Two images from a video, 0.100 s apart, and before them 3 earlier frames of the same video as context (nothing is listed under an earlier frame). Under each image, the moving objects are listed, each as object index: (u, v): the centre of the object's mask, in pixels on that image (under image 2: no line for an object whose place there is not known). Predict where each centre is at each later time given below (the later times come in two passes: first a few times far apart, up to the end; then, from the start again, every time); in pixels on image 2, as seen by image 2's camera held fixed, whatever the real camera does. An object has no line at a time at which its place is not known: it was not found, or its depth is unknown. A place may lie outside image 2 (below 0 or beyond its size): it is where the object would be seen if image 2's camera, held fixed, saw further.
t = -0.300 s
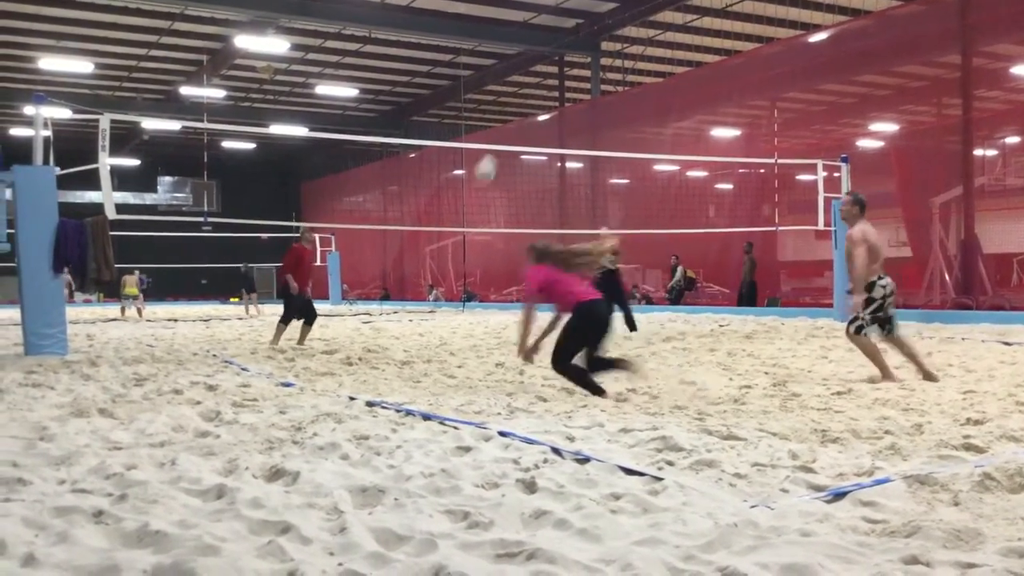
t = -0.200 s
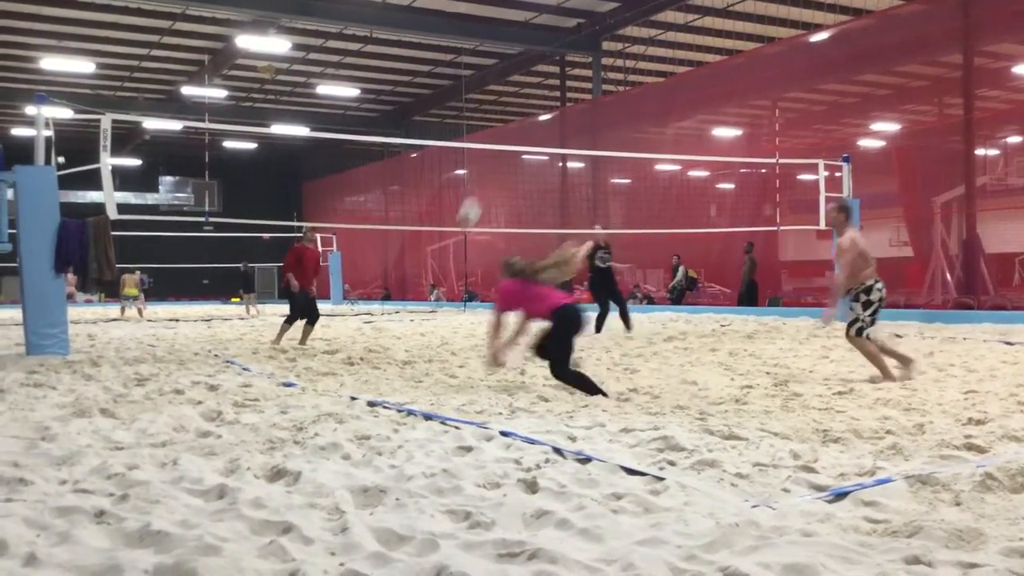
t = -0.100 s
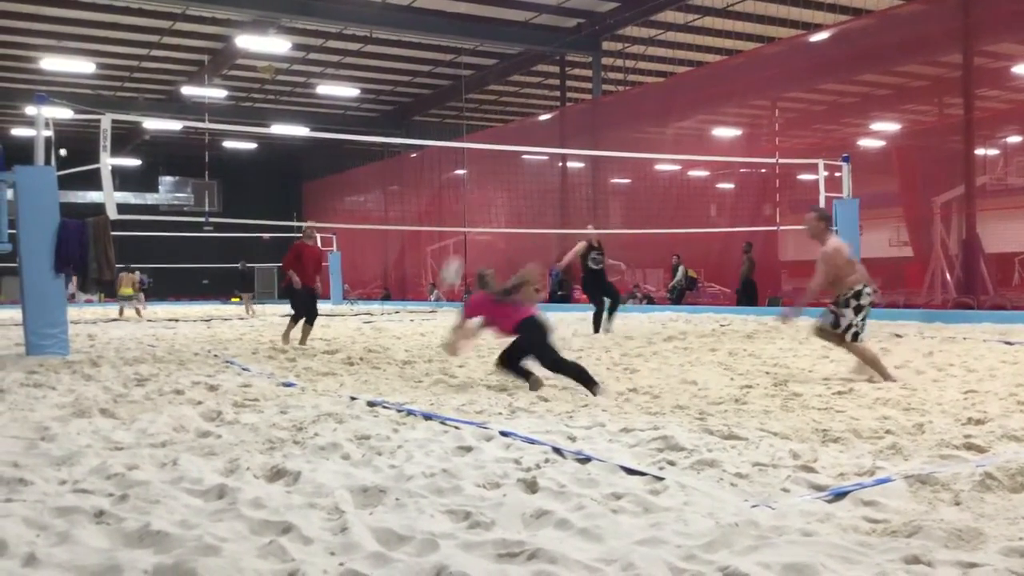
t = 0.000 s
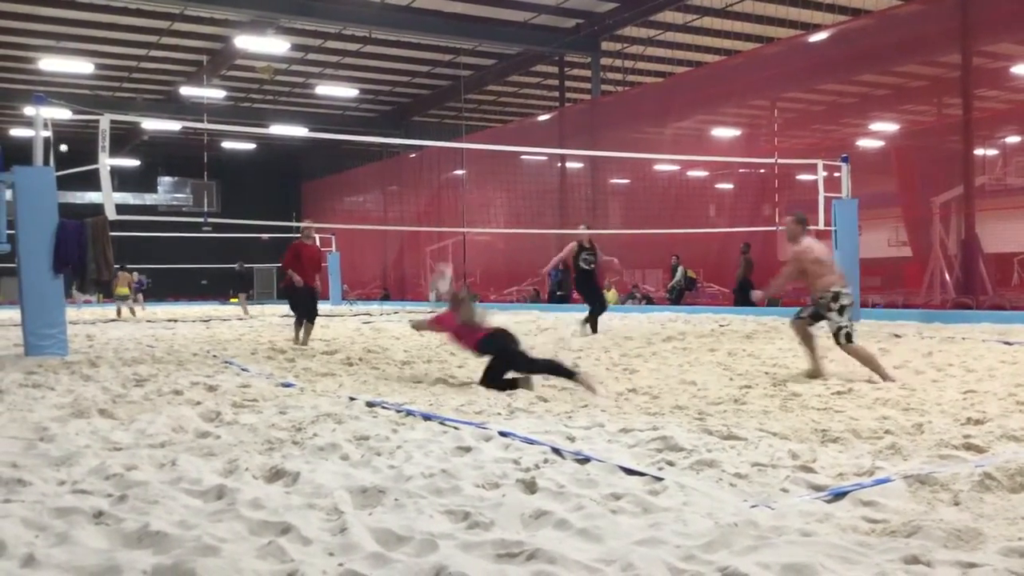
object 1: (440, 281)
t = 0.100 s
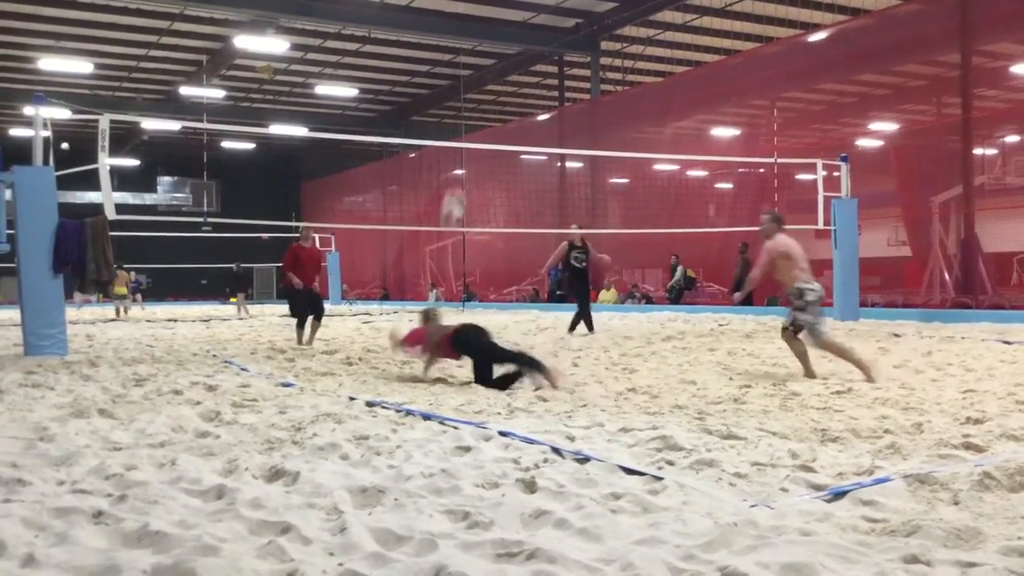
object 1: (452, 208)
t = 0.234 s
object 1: (467, 129)
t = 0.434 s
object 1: (490, 54)
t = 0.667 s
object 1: (515, 21)
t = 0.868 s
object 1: (535, 36)
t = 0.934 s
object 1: (542, 49)
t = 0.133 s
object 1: (457, 185)
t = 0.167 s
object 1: (460, 164)
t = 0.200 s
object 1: (464, 146)
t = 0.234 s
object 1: (467, 129)
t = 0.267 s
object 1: (471, 115)
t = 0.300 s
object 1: (475, 98)
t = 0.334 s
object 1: (479, 85)
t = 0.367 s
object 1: (482, 74)
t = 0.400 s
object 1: (486, 64)
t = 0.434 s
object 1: (490, 54)
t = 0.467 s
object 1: (494, 46)
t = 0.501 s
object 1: (497, 37)
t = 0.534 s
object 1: (500, 33)
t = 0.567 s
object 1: (504, 28)
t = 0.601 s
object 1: (508, 25)
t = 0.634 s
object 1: (512, 22)
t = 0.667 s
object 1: (515, 21)
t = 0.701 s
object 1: (519, 21)
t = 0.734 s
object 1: (522, 22)
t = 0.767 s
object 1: (525, 24)
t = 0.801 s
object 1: (528, 27)
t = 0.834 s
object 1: (532, 31)
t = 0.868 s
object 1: (535, 36)
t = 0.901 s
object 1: (539, 42)
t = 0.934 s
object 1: (542, 49)
